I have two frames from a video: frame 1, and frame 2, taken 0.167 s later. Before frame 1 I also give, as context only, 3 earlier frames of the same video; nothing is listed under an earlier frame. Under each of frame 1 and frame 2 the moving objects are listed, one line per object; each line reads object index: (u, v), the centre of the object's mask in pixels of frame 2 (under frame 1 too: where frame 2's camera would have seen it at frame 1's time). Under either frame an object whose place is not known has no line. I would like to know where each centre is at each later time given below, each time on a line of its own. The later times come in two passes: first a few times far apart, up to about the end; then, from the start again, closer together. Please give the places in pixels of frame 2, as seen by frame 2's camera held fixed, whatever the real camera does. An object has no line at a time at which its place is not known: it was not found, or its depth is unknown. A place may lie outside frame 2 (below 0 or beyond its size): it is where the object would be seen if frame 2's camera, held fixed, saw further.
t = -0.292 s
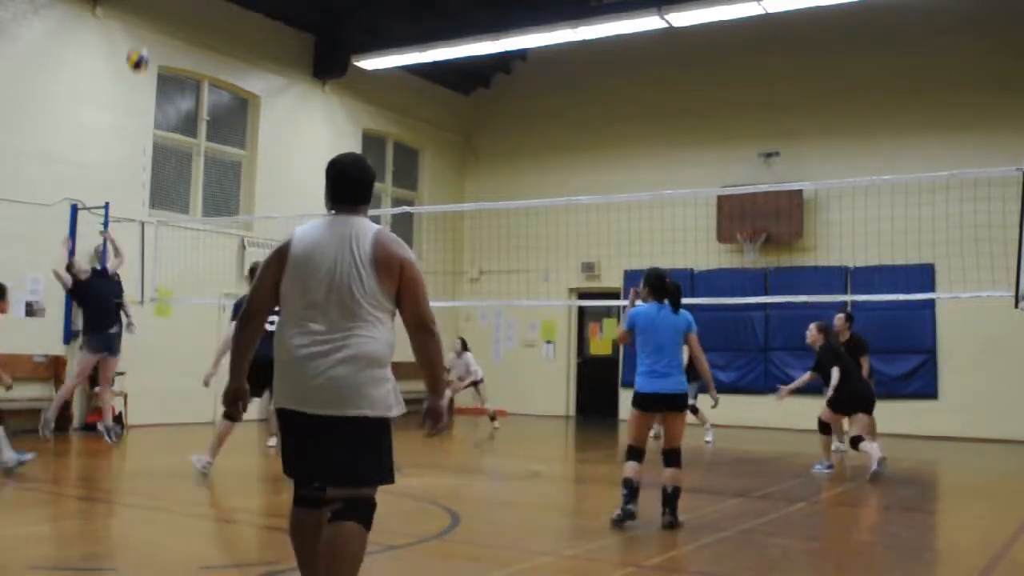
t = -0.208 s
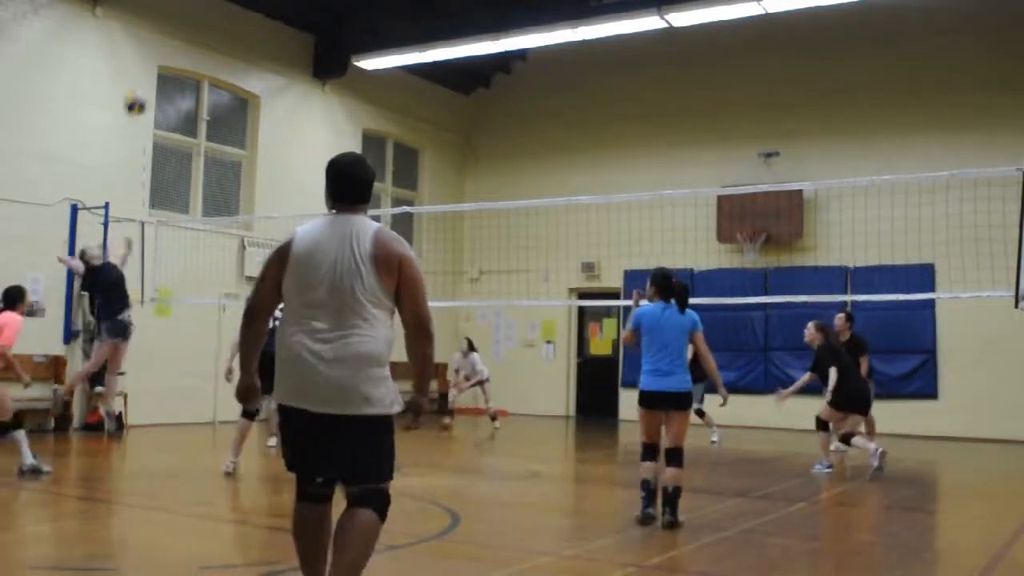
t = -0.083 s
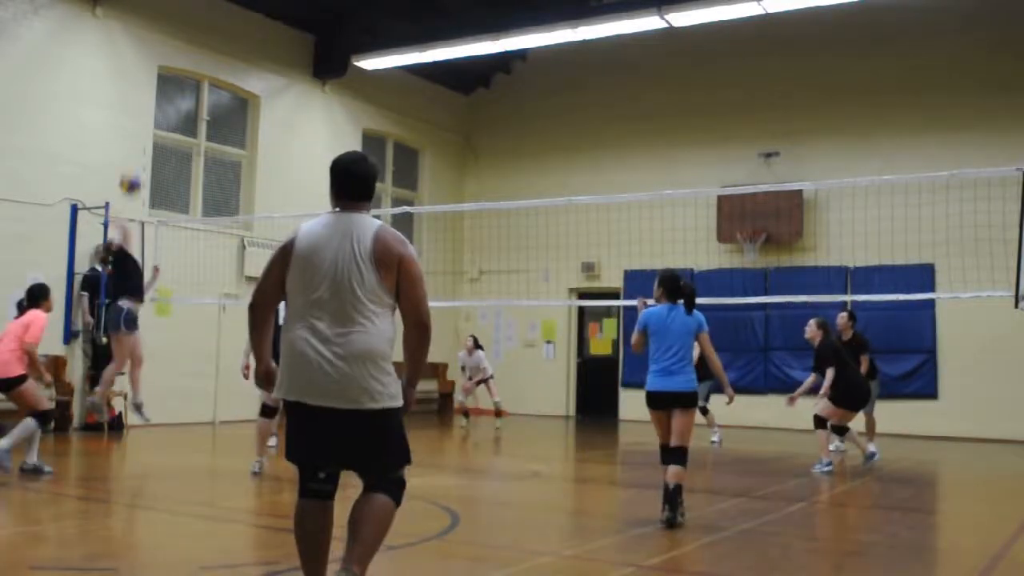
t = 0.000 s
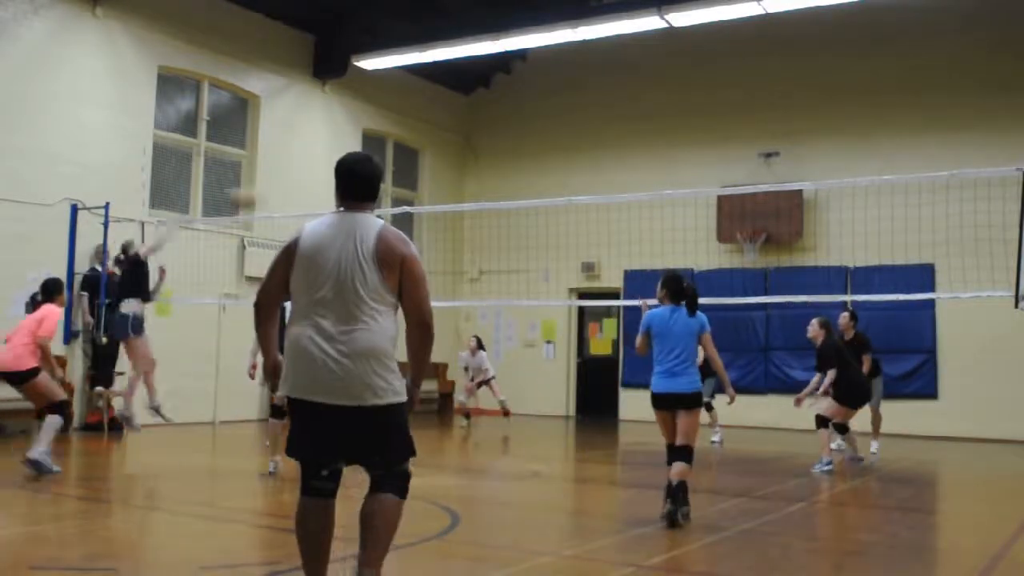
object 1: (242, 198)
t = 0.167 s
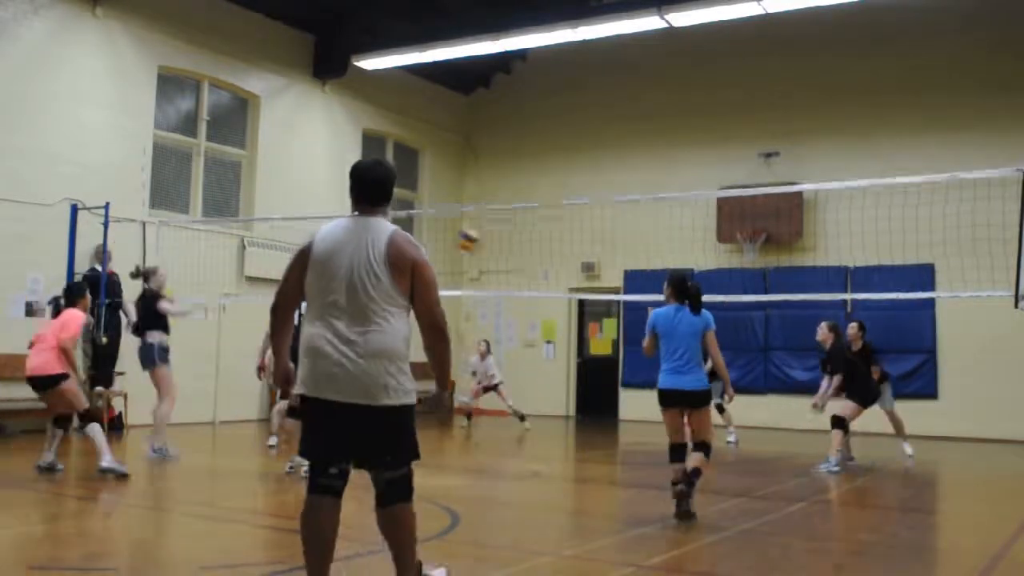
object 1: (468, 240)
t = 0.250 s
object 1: (509, 268)
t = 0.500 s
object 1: (541, 324)
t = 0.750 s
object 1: (566, 458)
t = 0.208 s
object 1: (491, 254)
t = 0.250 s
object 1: (509, 268)
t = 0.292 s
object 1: (520, 283)
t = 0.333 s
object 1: (524, 286)
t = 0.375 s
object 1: (528, 293)
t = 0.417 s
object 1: (532, 301)
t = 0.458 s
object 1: (535, 311)
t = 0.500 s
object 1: (541, 324)
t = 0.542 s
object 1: (544, 339)
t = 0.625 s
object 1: (553, 378)
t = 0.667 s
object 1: (557, 405)
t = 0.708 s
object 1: (562, 430)
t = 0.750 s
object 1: (566, 458)
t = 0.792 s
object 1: (573, 484)
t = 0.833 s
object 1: (578, 460)
